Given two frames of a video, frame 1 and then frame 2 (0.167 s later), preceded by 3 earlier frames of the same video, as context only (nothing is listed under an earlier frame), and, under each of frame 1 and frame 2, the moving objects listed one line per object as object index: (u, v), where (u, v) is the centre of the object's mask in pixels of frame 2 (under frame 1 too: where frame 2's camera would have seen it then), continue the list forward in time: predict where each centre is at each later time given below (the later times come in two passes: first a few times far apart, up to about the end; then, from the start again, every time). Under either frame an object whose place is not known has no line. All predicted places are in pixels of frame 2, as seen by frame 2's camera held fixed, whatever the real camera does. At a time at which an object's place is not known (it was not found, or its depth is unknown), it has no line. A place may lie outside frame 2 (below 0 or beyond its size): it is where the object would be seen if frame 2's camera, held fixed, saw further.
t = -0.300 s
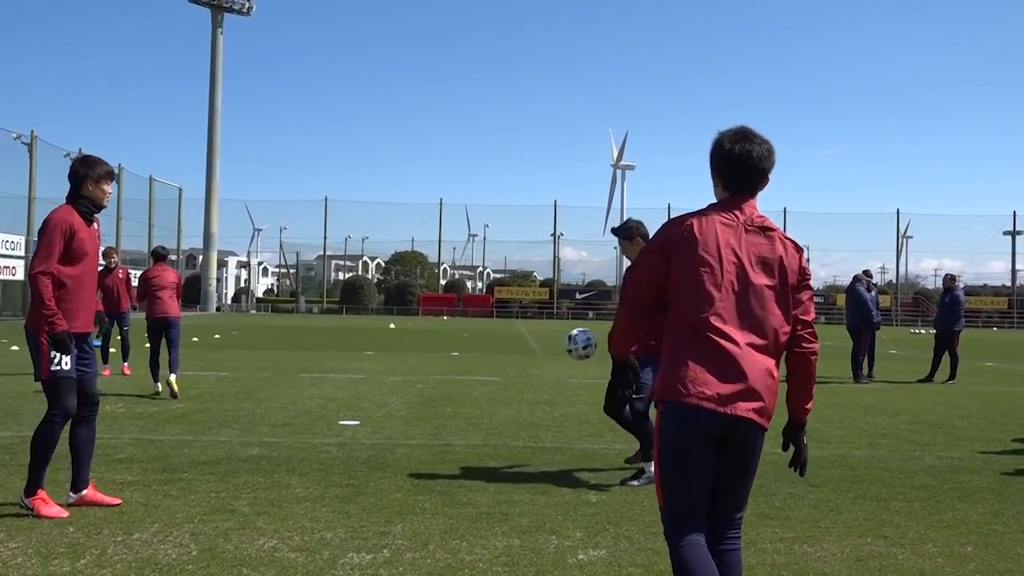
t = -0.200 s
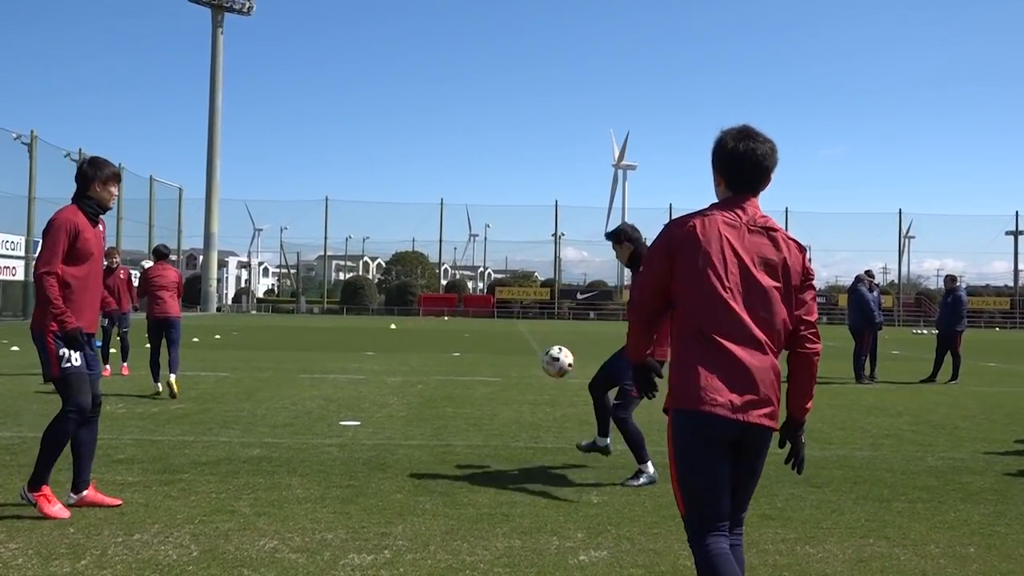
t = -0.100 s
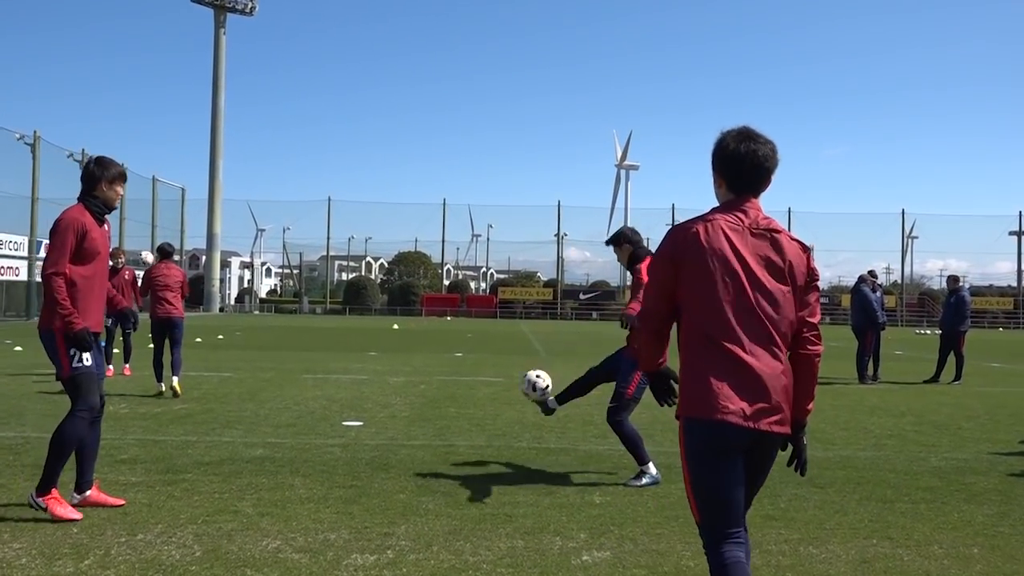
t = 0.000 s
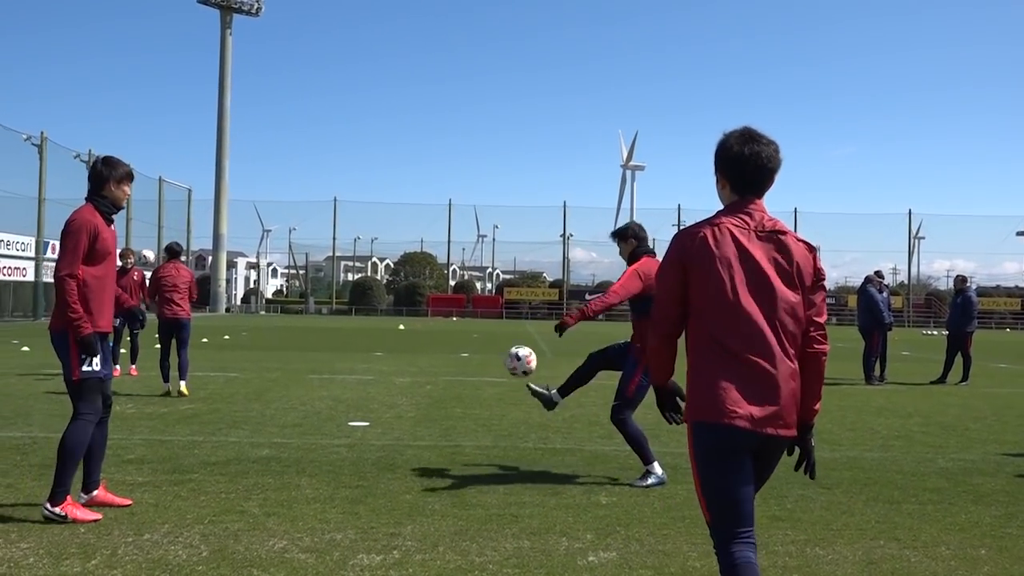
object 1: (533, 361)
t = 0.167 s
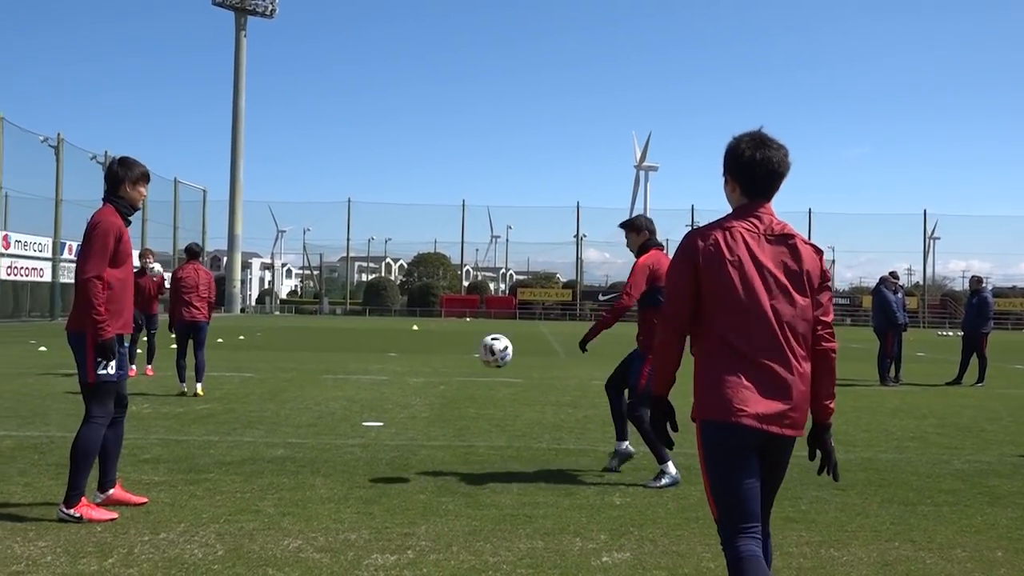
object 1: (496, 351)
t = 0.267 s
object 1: (472, 364)
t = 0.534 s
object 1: (395, 491)
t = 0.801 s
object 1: (365, 441)
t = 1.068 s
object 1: (322, 522)
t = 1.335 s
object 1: (276, 522)
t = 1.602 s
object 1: (220, 563)
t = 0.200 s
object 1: (488, 353)
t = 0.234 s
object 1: (480, 357)
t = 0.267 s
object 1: (472, 364)
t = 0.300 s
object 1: (463, 372)
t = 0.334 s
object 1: (454, 383)
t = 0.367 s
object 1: (445, 395)
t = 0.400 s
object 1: (436, 411)
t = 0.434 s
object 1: (426, 427)
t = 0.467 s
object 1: (415, 446)
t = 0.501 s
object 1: (405, 469)
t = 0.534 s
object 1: (395, 491)
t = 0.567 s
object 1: (392, 478)
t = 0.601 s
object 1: (389, 467)
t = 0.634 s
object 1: (384, 458)
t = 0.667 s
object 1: (381, 451)
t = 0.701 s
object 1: (376, 445)
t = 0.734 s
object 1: (373, 442)
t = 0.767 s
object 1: (369, 440)
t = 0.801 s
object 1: (365, 441)
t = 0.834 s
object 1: (360, 443)
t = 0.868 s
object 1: (355, 447)
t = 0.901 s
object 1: (350, 456)
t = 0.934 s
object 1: (345, 465)
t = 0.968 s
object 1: (339, 477)
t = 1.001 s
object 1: (334, 492)
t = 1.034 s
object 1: (328, 510)
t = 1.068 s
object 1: (322, 522)
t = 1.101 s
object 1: (317, 514)
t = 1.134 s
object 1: (313, 507)
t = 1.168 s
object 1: (307, 504)
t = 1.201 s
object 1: (301, 503)
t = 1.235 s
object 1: (294, 503)
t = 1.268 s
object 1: (289, 507)
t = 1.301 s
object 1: (283, 513)
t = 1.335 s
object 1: (276, 522)
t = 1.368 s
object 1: (269, 534)
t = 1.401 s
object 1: (263, 549)
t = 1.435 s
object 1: (255, 553)
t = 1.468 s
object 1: (249, 551)
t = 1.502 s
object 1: (242, 552)
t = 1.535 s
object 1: (235, 554)
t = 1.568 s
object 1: (228, 558)
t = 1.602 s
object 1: (220, 563)
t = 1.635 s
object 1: (213, 568)
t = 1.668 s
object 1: (206, 569)
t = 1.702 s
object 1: (198, 571)
